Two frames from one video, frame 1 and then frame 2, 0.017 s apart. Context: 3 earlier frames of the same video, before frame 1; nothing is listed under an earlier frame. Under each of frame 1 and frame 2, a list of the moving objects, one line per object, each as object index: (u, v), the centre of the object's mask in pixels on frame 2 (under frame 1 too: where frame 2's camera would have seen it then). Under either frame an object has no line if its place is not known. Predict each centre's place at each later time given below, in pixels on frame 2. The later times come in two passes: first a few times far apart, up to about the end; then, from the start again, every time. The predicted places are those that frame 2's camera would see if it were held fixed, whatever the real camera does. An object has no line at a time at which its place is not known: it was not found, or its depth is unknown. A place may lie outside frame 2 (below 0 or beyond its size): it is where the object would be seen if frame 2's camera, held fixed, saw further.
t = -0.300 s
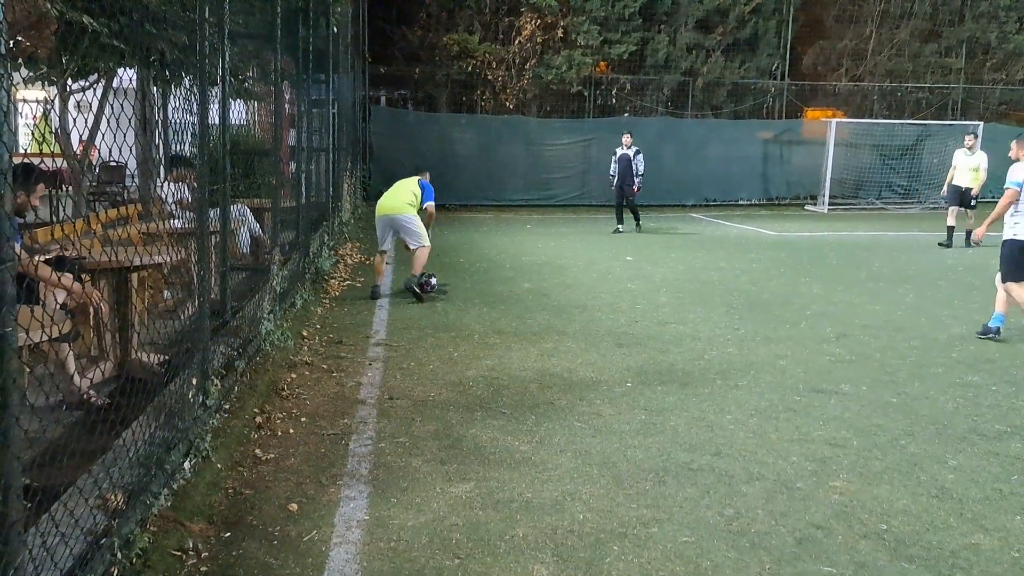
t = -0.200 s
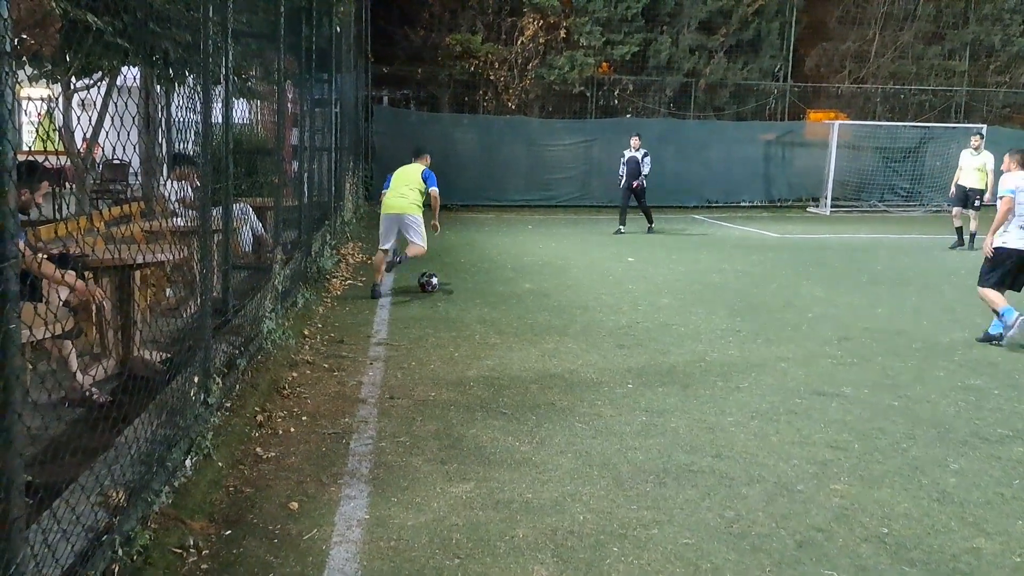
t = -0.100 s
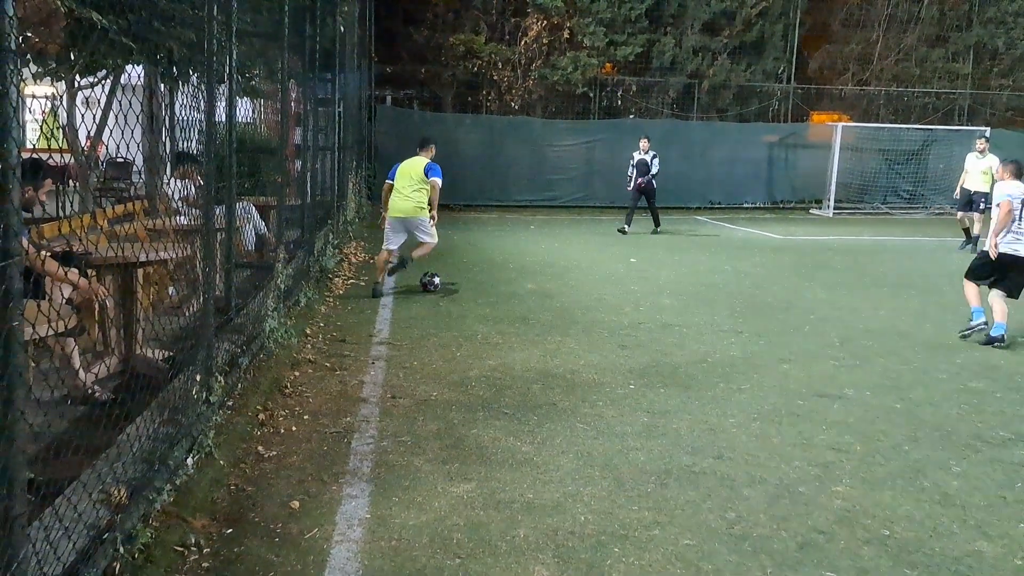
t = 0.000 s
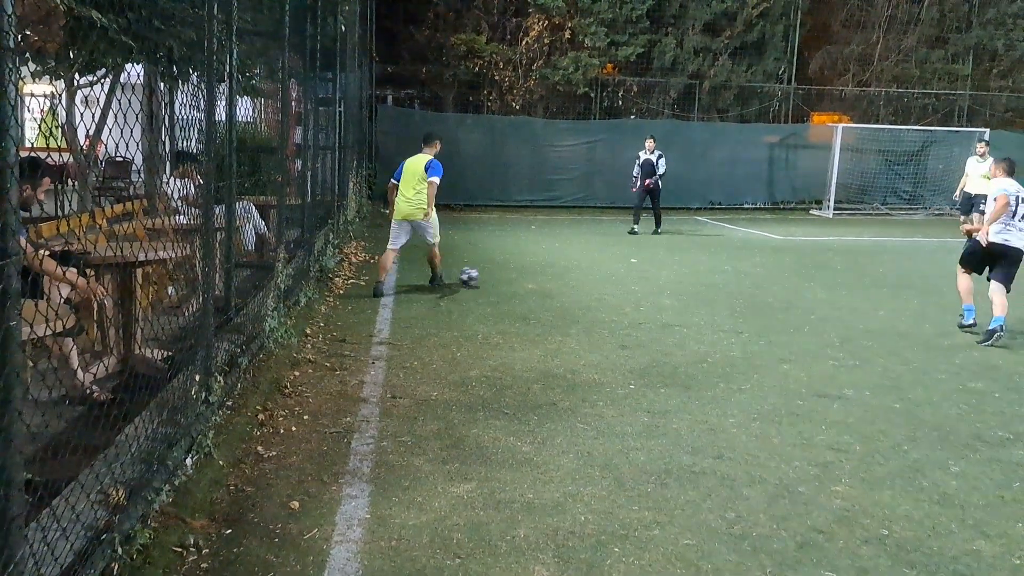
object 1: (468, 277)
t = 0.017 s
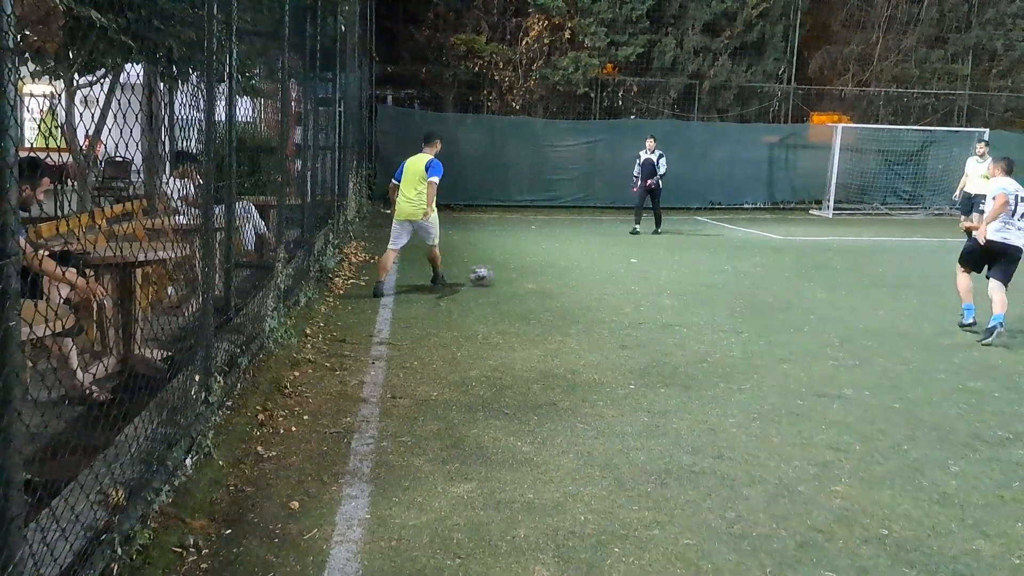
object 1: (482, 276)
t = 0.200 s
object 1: (608, 263)
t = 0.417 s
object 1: (708, 254)
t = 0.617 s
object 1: (777, 245)
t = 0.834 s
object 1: (830, 239)
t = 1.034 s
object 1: (867, 237)
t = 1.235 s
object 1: (898, 236)
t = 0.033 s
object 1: (494, 274)
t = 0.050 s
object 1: (510, 273)
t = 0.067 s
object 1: (520, 272)
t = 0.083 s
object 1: (532, 271)
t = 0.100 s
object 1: (545, 269)
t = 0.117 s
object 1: (556, 269)
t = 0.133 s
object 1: (567, 268)
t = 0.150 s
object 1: (578, 266)
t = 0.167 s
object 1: (586, 265)
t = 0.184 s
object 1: (597, 264)
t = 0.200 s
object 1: (608, 263)
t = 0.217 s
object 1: (616, 263)
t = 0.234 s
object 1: (625, 262)
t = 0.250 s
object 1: (635, 261)
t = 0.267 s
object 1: (641, 259)
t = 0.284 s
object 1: (650, 257)
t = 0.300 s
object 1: (659, 256)
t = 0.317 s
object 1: (665, 256)
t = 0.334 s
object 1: (674, 255)
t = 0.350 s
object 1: (681, 254)
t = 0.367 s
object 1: (687, 255)
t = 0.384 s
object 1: (696, 255)
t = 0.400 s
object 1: (703, 254)
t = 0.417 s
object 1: (708, 254)
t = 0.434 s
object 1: (716, 253)
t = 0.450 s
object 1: (722, 252)
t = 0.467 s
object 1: (727, 251)
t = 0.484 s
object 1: (734, 251)
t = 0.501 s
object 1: (739, 250)
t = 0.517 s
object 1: (745, 250)
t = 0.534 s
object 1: (752, 250)
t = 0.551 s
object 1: (757, 249)
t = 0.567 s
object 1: (762, 249)
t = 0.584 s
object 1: (767, 248)
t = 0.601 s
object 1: (771, 246)
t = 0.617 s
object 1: (777, 245)
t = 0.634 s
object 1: (781, 244)
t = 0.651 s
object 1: (785, 244)
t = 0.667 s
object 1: (790, 243)
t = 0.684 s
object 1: (794, 243)
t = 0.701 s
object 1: (798, 243)
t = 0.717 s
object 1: (804, 243)
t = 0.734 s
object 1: (808, 244)
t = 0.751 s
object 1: (811, 244)
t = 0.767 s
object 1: (815, 244)
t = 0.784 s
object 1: (819, 242)
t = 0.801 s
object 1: (821, 241)
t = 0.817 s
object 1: (827, 240)
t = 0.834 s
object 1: (830, 239)
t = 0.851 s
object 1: (832, 238)
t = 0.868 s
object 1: (836, 238)
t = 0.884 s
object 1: (838, 238)
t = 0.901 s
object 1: (842, 237)
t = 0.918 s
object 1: (846, 238)
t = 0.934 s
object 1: (849, 238)
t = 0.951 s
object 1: (852, 238)
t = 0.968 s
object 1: (856, 239)
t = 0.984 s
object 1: (858, 240)
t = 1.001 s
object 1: (861, 239)
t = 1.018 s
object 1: (865, 239)
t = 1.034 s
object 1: (867, 237)
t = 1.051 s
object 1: (870, 236)
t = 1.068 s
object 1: (873, 236)
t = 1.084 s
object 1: (874, 236)
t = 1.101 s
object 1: (878, 235)
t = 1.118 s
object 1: (880, 235)
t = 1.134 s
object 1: (883, 235)
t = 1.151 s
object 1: (885, 235)
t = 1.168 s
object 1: (888, 235)
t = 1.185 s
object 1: (890, 236)
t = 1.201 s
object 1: (893, 237)
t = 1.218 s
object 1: (895, 237)
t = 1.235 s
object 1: (898, 236)
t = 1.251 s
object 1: (900, 235)
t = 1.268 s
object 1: (902, 235)
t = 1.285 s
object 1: (905, 234)
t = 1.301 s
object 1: (907, 234)
